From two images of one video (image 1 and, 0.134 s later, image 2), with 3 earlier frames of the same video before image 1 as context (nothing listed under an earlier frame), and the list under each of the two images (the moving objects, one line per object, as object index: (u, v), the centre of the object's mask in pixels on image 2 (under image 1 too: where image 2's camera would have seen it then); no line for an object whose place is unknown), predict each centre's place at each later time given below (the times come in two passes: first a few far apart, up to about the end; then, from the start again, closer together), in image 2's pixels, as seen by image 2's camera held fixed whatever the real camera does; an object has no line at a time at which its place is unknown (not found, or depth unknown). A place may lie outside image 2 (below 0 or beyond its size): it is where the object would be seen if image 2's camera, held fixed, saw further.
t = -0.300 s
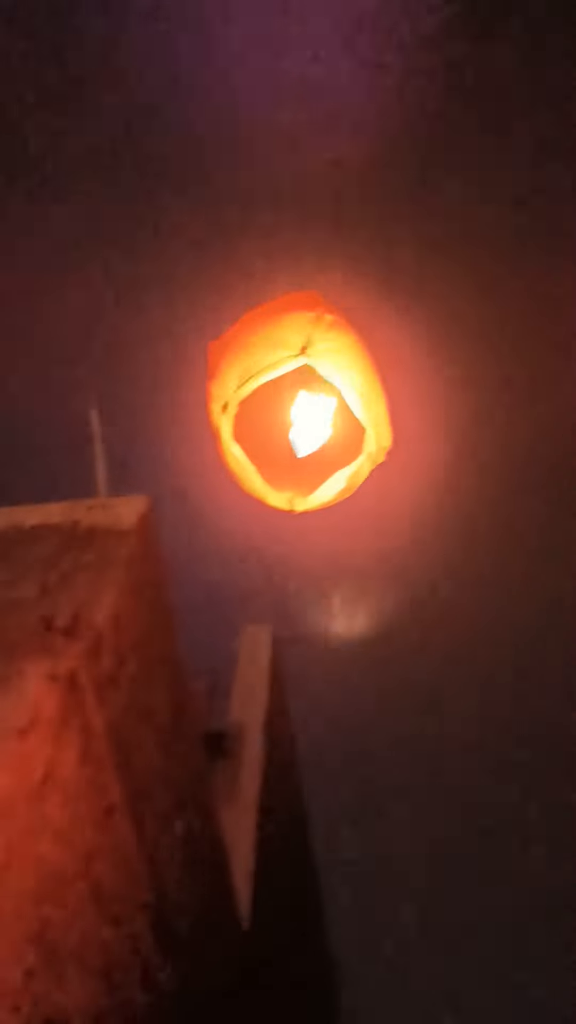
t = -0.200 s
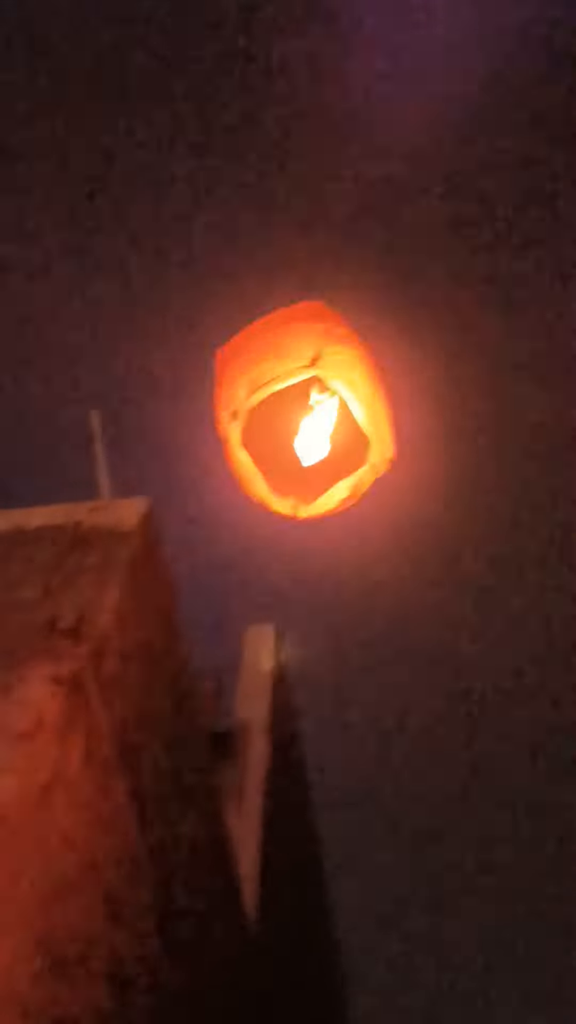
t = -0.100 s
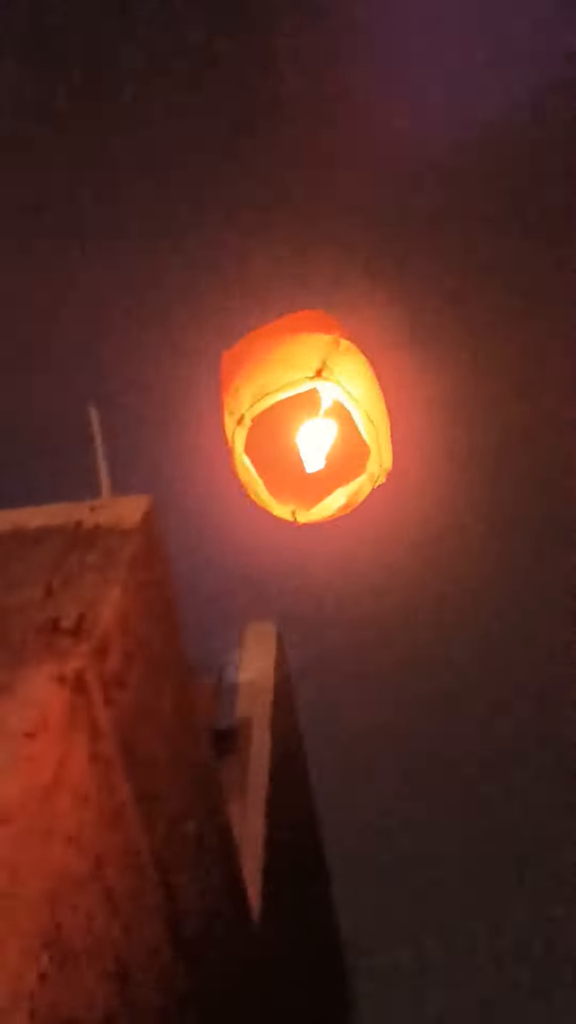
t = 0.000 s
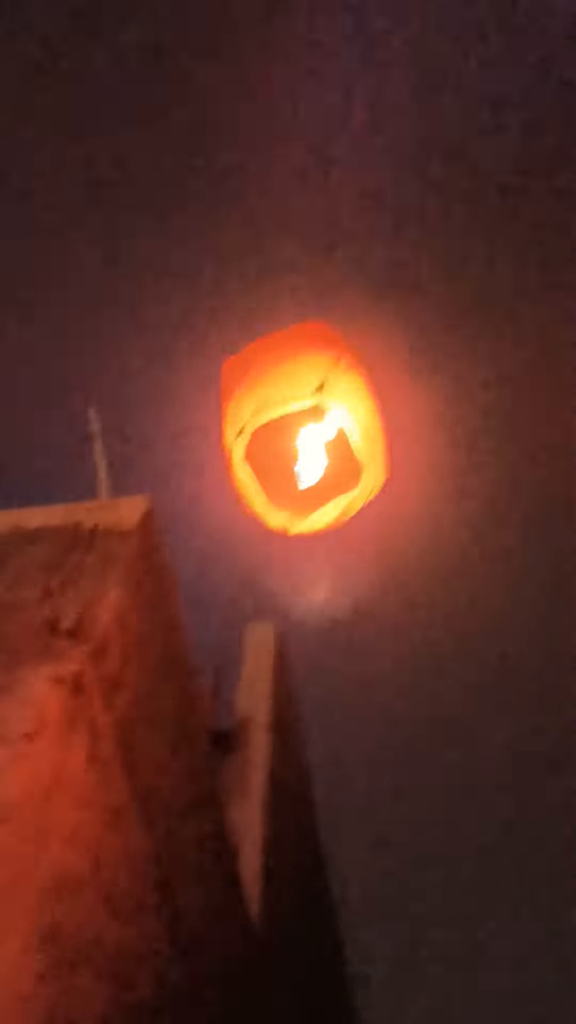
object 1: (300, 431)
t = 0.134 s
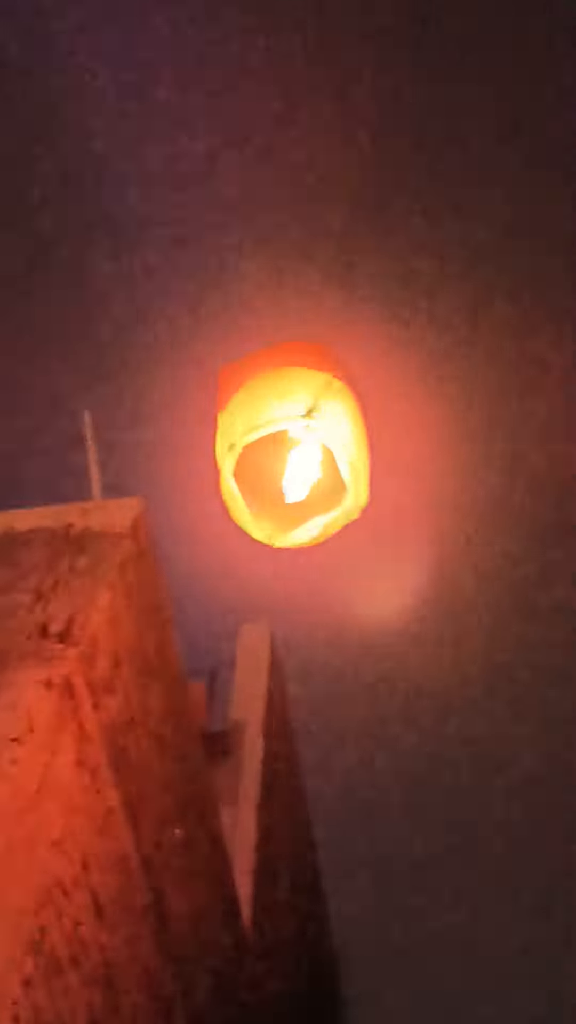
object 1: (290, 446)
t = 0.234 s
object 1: (287, 457)
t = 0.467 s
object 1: (286, 478)
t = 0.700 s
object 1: (287, 493)
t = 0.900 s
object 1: (290, 500)
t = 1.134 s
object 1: (291, 517)
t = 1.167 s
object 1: (291, 520)
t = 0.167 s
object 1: (288, 450)
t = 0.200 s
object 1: (288, 453)
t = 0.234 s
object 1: (287, 457)
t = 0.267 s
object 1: (286, 461)
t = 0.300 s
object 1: (286, 463)
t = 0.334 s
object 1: (287, 467)
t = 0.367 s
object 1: (287, 470)
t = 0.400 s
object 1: (286, 473)
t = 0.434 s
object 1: (285, 476)
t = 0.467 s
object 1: (286, 478)
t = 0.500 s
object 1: (286, 480)
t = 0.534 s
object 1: (285, 485)
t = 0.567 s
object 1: (285, 486)
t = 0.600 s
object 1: (286, 487)
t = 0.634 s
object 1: (284, 489)
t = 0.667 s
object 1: (288, 489)
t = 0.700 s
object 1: (287, 493)
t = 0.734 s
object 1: (288, 494)
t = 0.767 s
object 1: (289, 495)
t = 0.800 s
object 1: (290, 497)
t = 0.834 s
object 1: (287, 500)
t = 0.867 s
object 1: (290, 499)
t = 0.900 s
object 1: (290, 500)
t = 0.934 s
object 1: (286, 506)
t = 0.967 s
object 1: (290, 507)
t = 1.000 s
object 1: (289, 509)
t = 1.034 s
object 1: (291, 511)
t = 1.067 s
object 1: (291, 512)
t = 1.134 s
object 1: (291, 517)
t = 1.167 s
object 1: (291, 520)
